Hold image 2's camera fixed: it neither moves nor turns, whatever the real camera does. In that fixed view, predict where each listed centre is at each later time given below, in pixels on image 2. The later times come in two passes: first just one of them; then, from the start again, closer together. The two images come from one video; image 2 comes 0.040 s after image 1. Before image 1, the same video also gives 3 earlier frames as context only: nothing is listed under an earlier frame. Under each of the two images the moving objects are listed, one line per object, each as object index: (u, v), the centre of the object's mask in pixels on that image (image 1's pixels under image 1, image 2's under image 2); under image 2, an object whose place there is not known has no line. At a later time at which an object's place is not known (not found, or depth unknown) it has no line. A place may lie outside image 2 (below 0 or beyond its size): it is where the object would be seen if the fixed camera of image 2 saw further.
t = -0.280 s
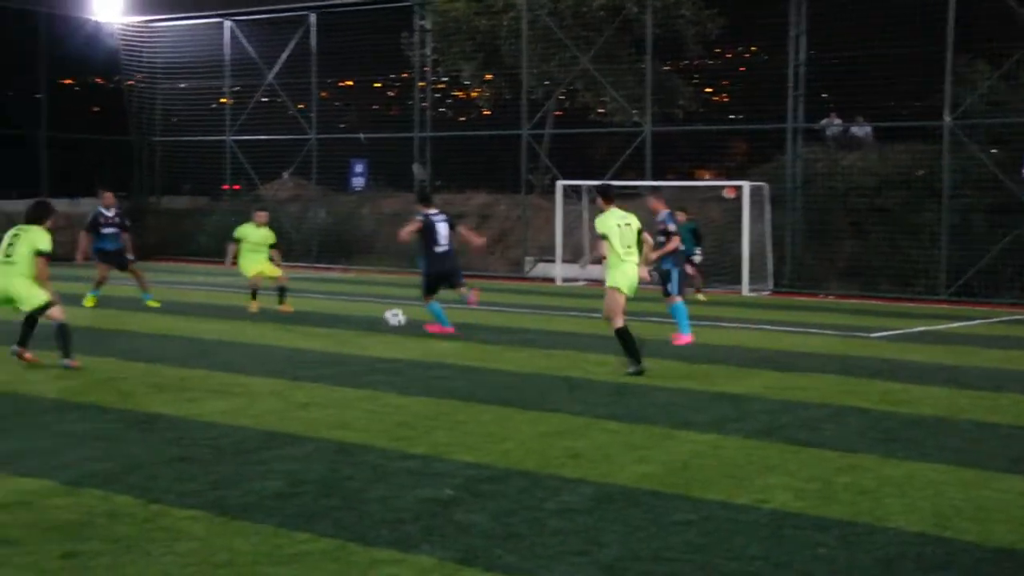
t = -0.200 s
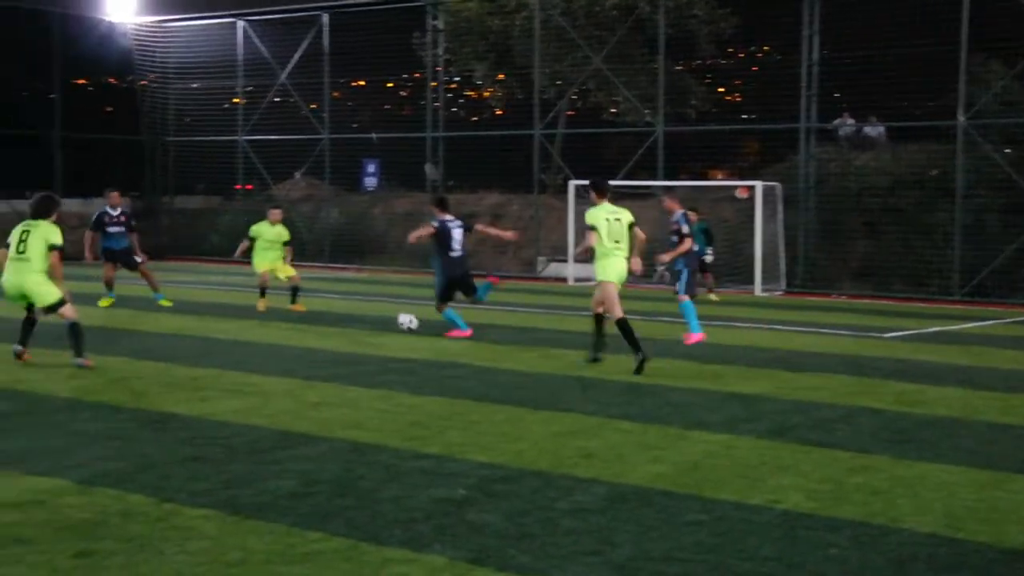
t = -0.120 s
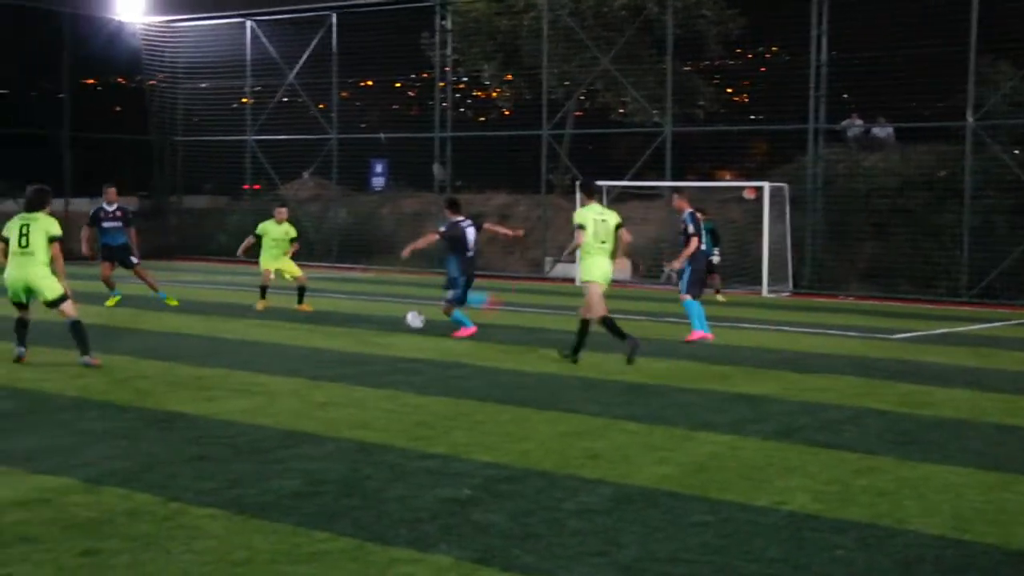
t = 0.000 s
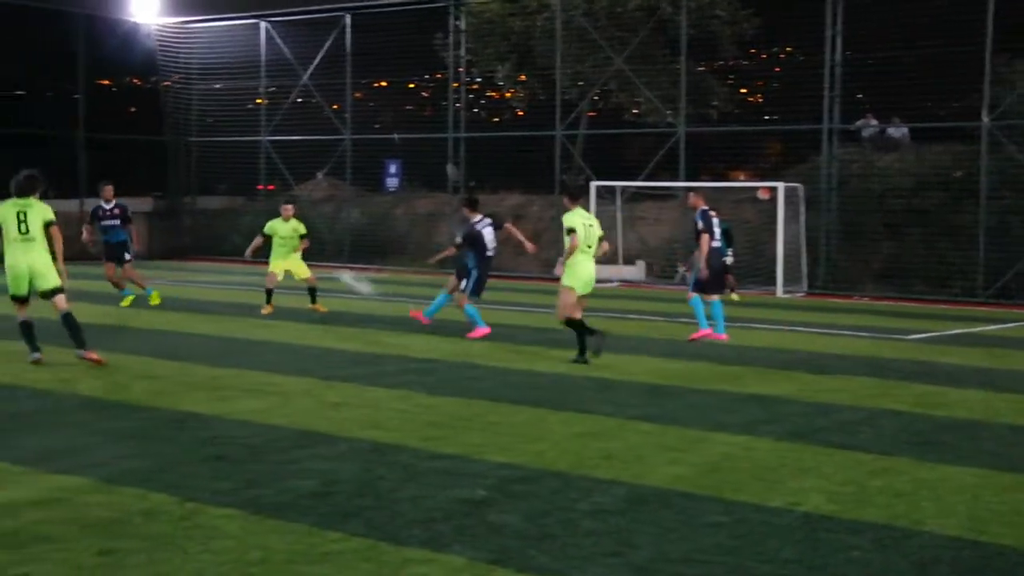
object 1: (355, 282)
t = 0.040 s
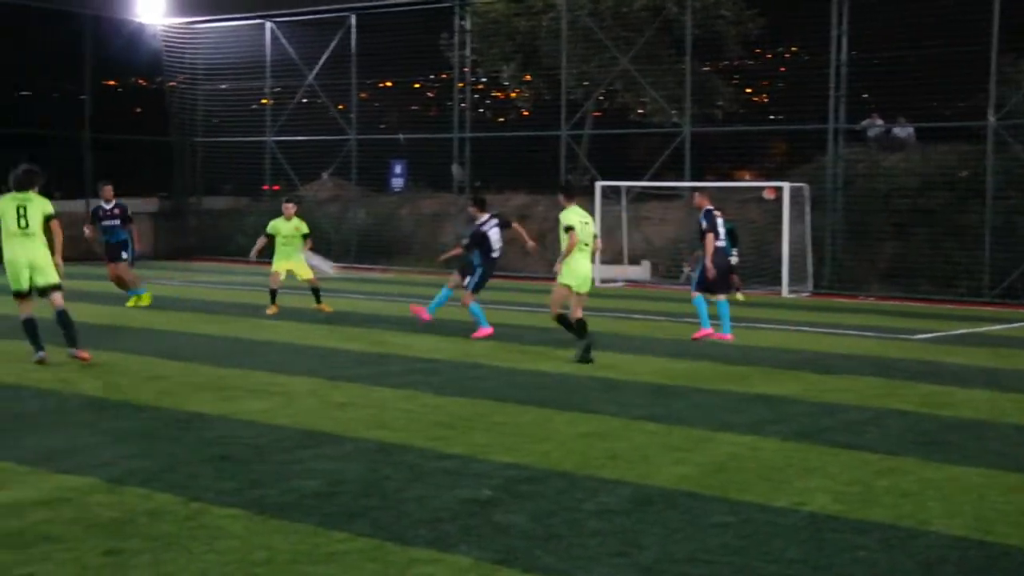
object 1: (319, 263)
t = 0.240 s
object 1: (99, 175)
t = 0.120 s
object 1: (230, 225)
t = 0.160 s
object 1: (186, 208)
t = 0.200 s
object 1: (141, 191)
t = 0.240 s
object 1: (99, 175)
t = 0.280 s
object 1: (55, 161)
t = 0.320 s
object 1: (11, 147)
